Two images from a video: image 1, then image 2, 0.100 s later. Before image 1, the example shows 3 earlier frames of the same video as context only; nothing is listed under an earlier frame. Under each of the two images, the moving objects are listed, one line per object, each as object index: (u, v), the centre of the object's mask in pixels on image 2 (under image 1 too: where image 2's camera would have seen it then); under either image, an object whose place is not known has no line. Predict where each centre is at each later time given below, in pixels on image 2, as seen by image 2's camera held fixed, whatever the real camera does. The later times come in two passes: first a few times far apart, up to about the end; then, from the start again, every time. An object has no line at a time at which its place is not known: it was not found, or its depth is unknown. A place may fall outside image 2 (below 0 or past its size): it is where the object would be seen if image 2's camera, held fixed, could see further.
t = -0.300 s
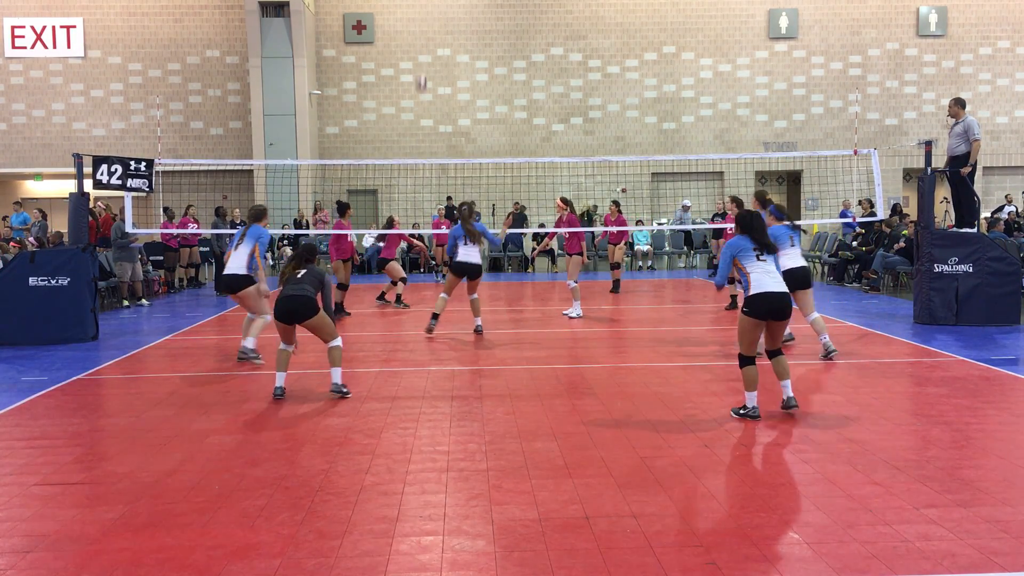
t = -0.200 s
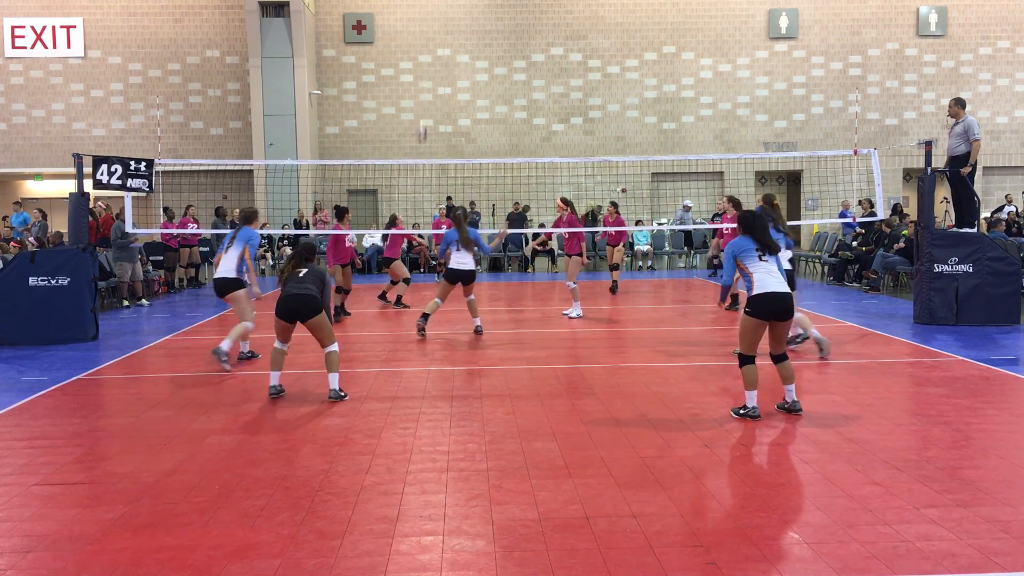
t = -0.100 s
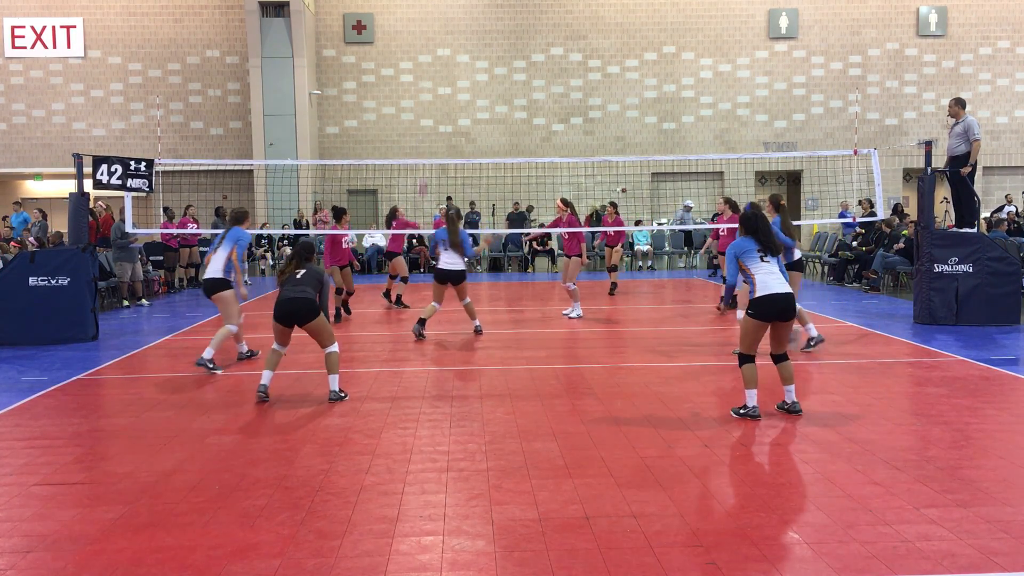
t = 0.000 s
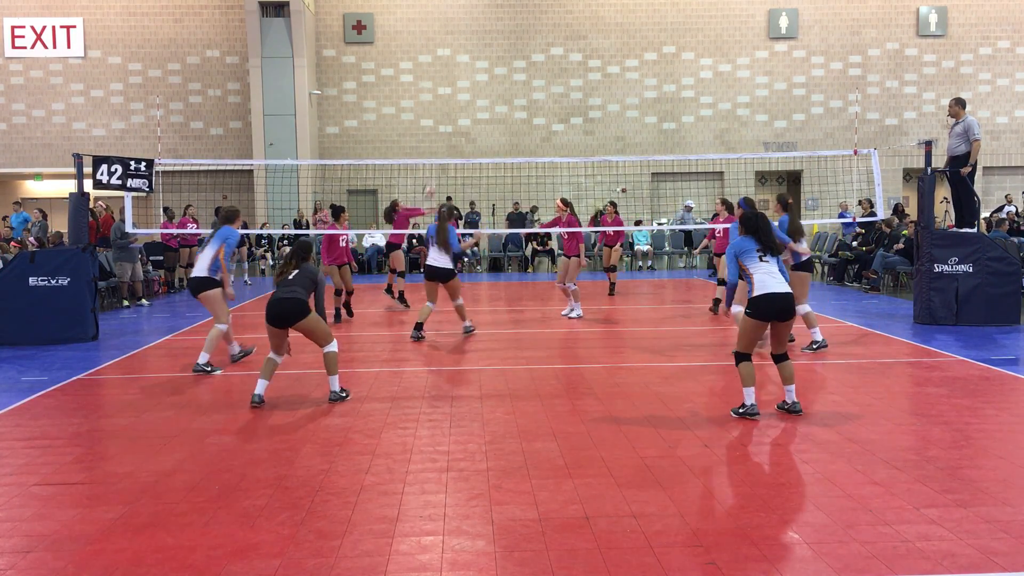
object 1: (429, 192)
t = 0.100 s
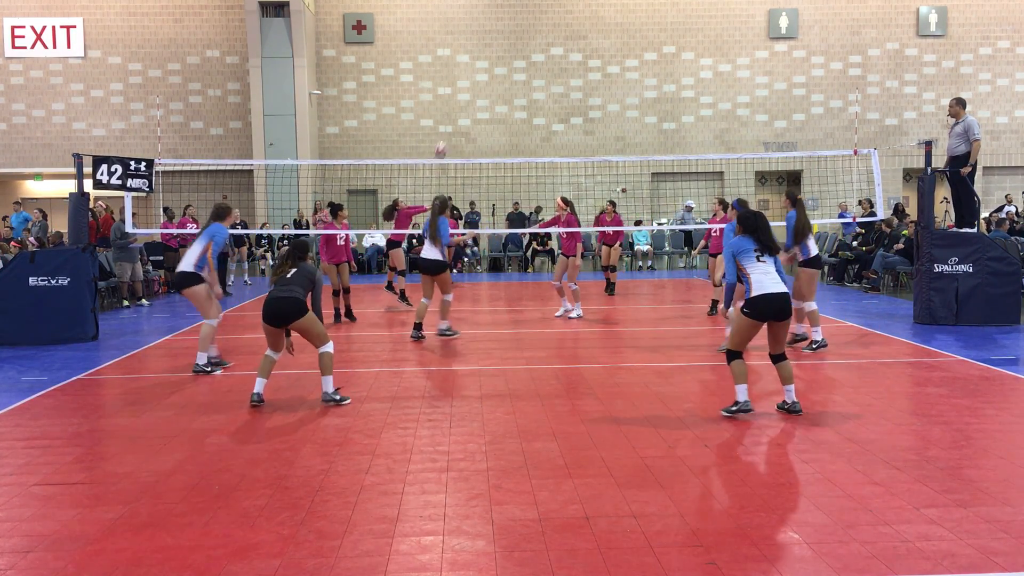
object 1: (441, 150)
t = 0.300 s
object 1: (469, 84)
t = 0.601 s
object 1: (519, 23)
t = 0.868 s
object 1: (572, 23)
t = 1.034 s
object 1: (611, 56)
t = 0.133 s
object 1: (445, 138)
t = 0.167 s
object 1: (450, 128)
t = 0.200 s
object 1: (454, 116)
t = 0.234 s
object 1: (459, 104)
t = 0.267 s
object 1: (463, 94)
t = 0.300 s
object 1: (469, 84)
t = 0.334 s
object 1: (474, 76)
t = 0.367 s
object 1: (478, 66)
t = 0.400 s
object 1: (485, 58)
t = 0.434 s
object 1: (490, 51)
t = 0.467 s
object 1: (495, 44)
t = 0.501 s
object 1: (502, 38)
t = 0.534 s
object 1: (507, 32)
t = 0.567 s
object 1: (513, 27)
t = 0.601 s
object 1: (519, 23)
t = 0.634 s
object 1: (524, 20)
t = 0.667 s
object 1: (532, 18)
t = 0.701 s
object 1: (538, 16)
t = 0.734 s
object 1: (545, 16)
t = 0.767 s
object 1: (551, 16)
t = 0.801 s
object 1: (558, 17)
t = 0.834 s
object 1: (565, 20)
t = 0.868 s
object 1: (572, 23)
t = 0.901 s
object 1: (580, 27)
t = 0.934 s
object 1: (587, 33)
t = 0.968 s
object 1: (595, 40)
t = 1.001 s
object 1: (603, 47)
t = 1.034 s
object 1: (611, 56)
